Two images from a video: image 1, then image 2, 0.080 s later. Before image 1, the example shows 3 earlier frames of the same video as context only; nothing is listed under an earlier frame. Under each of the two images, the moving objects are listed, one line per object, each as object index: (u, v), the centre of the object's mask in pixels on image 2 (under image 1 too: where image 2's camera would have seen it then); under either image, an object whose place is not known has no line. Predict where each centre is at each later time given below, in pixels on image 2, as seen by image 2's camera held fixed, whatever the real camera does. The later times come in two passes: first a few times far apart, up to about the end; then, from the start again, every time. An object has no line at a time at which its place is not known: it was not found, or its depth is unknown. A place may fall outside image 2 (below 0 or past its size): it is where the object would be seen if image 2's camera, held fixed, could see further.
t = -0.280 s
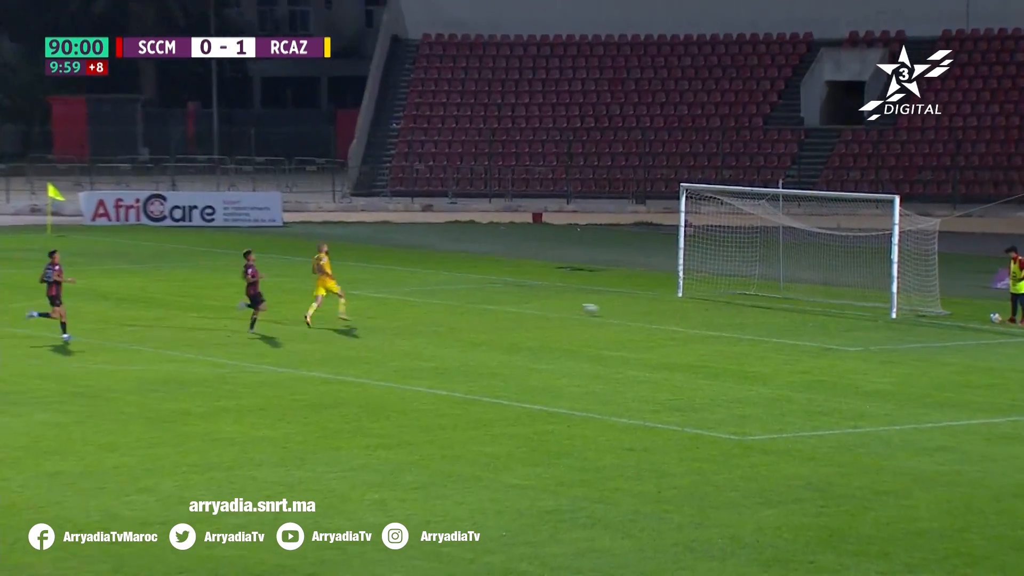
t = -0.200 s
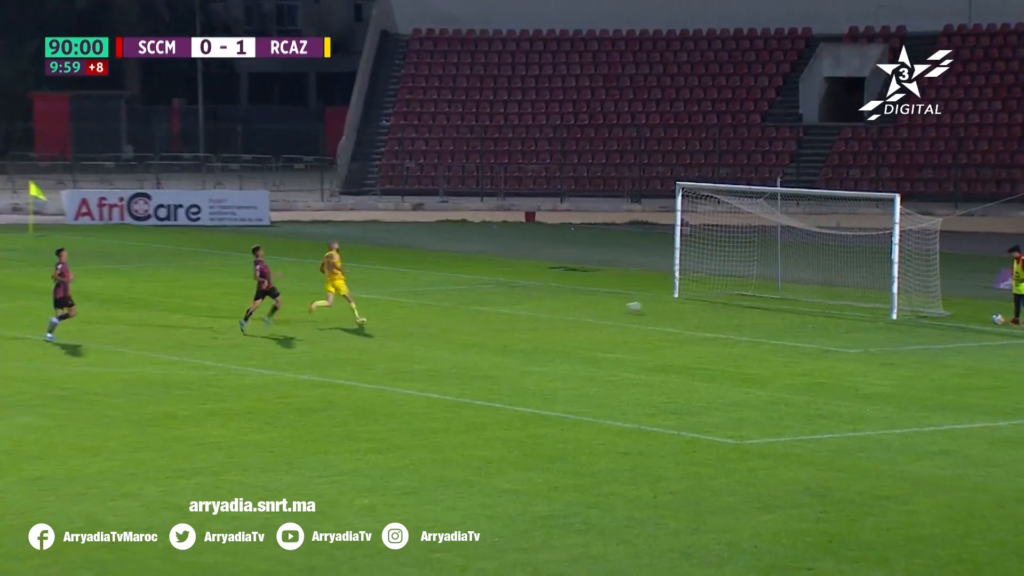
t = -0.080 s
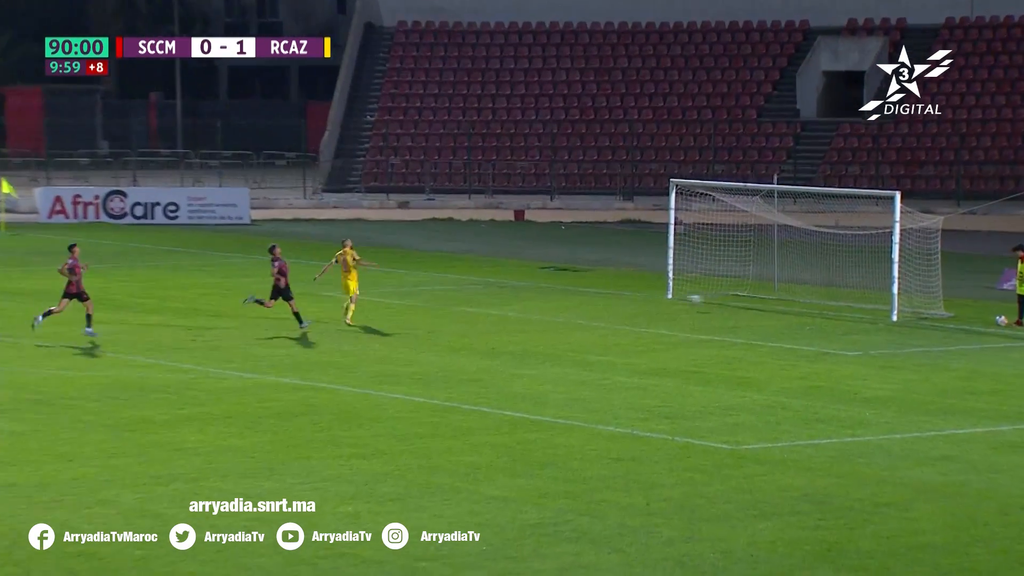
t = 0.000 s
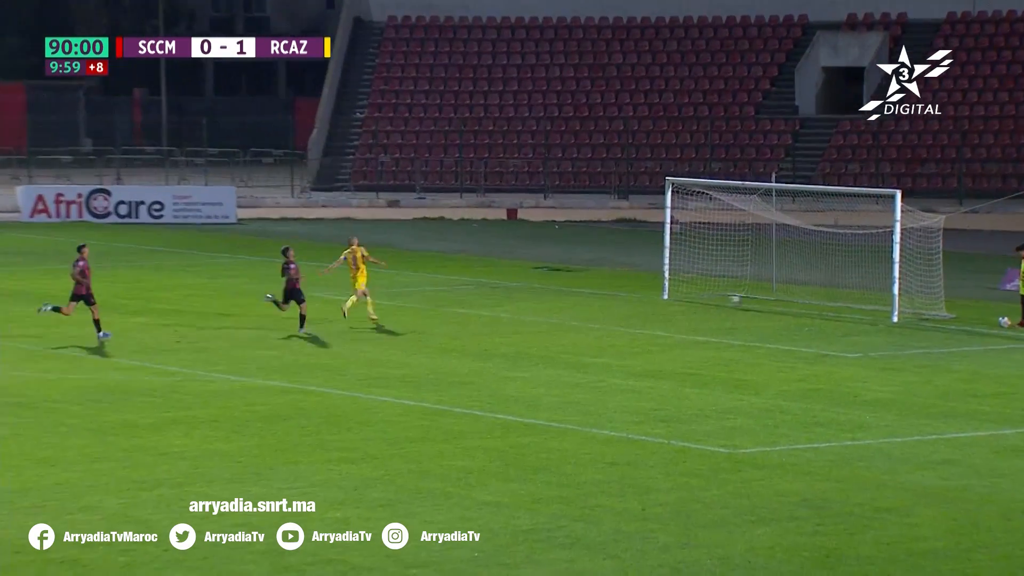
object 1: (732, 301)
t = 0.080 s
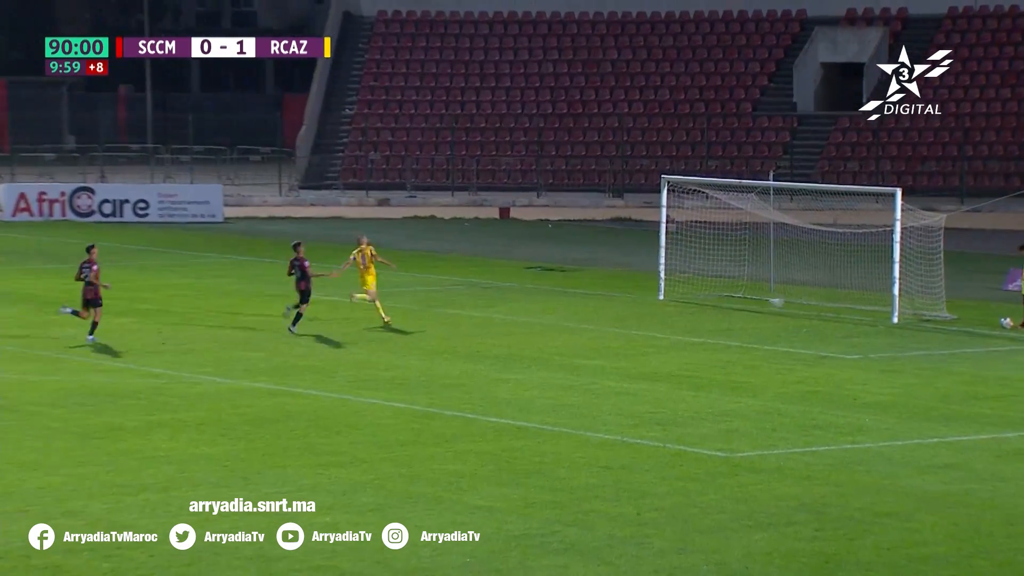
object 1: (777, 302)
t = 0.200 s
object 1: (835, 298)
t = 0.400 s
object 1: (876, 279)
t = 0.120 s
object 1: (797, 300)
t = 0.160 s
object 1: (816, 299)
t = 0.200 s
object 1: (835, 298)
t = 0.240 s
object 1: (852, 296)
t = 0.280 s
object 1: (866, 296)
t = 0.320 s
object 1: (875, 294)
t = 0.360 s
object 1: (878, 290)
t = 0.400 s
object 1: (876, 279)
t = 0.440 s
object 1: (872, 270)
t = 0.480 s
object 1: (870, 266)
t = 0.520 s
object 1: (868, 261)
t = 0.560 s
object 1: (866, 258)
